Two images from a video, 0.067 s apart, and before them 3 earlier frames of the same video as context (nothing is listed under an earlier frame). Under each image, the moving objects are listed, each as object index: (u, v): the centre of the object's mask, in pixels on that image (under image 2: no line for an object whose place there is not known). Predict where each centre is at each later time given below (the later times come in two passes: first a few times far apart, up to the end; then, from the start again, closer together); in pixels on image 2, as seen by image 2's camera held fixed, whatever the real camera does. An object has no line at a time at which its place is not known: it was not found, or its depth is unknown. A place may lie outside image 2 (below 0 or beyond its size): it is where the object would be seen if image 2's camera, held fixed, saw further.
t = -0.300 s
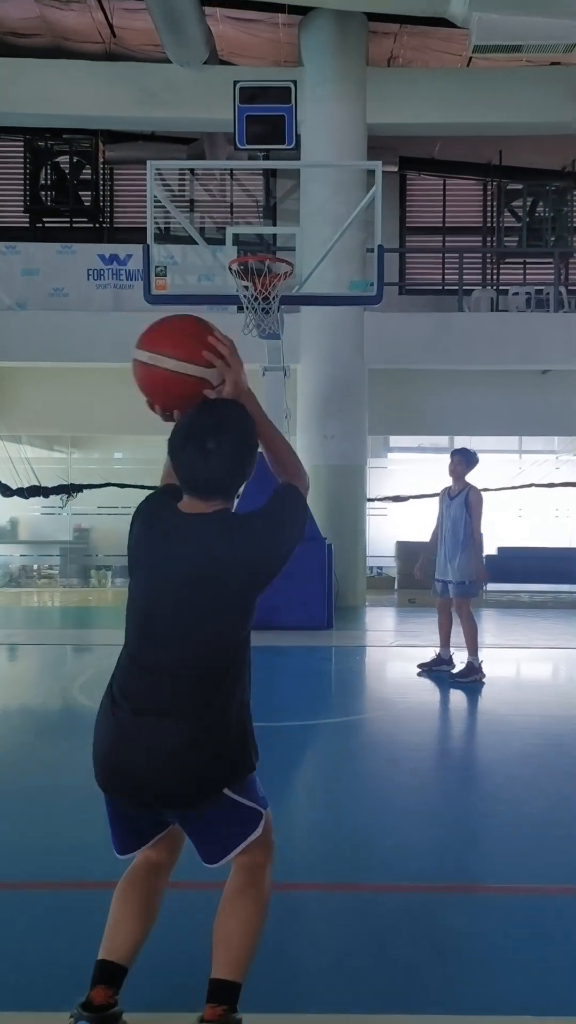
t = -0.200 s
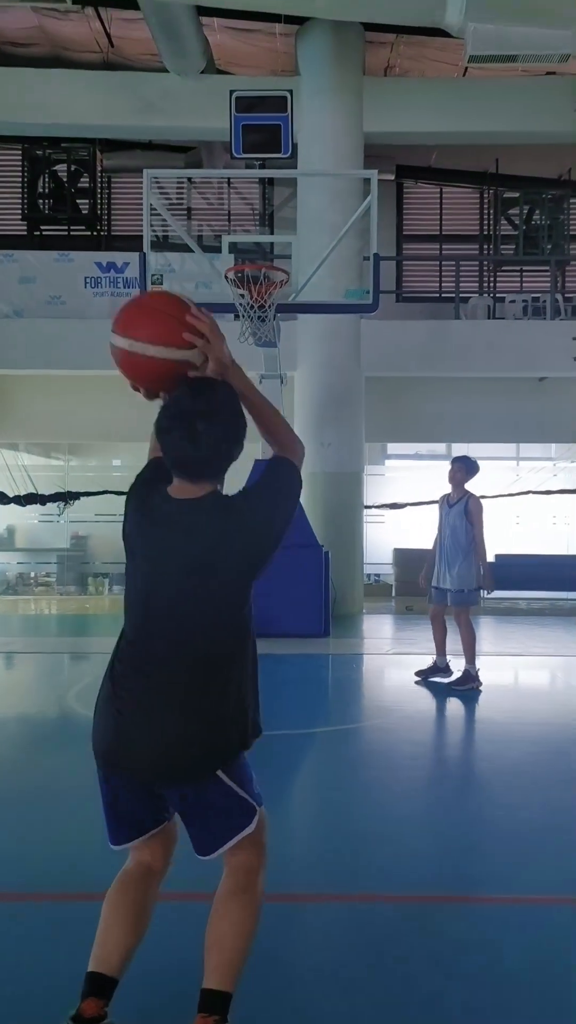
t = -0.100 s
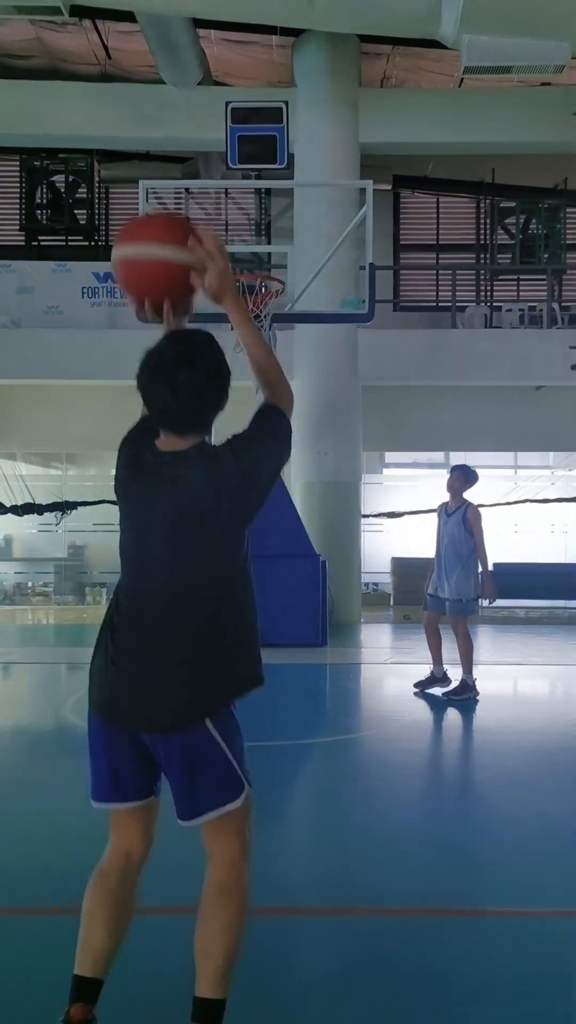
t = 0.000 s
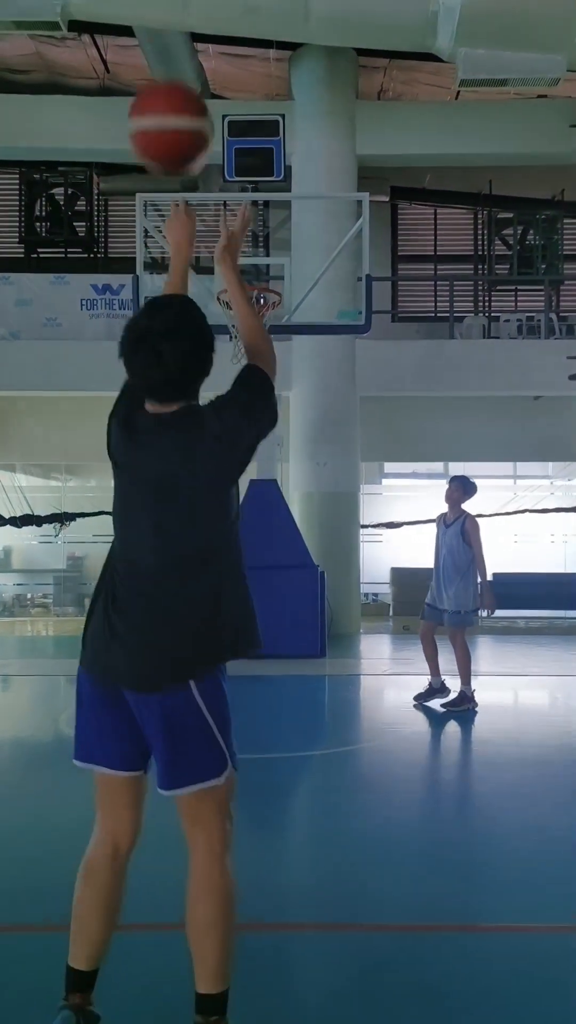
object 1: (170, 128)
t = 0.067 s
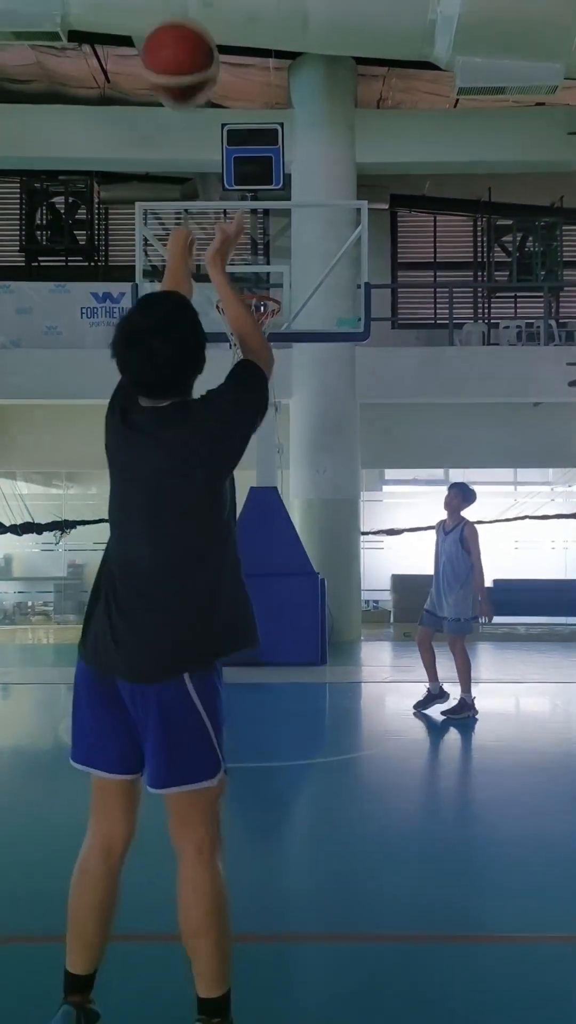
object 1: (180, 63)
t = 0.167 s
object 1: (195, 4)
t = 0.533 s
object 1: (225, 12)
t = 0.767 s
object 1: (239, 126)
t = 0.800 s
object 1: (240, 147)
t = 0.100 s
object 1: (185, 32)
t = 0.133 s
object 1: (191, 16)
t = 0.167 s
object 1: (195, 4)
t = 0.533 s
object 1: (225, 12)
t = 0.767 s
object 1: (239, 126)
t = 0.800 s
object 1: (240, 147)
